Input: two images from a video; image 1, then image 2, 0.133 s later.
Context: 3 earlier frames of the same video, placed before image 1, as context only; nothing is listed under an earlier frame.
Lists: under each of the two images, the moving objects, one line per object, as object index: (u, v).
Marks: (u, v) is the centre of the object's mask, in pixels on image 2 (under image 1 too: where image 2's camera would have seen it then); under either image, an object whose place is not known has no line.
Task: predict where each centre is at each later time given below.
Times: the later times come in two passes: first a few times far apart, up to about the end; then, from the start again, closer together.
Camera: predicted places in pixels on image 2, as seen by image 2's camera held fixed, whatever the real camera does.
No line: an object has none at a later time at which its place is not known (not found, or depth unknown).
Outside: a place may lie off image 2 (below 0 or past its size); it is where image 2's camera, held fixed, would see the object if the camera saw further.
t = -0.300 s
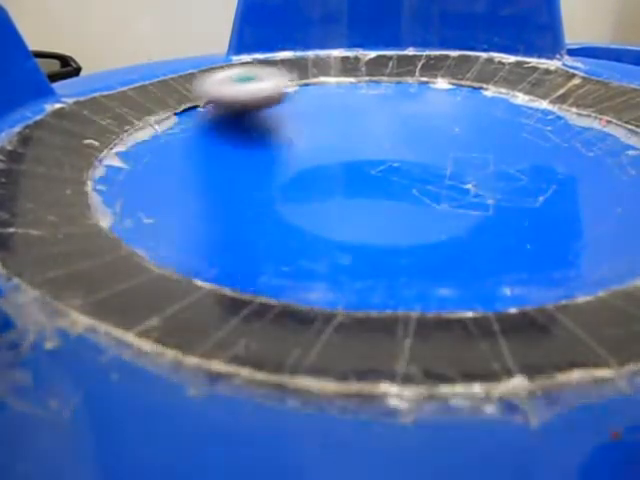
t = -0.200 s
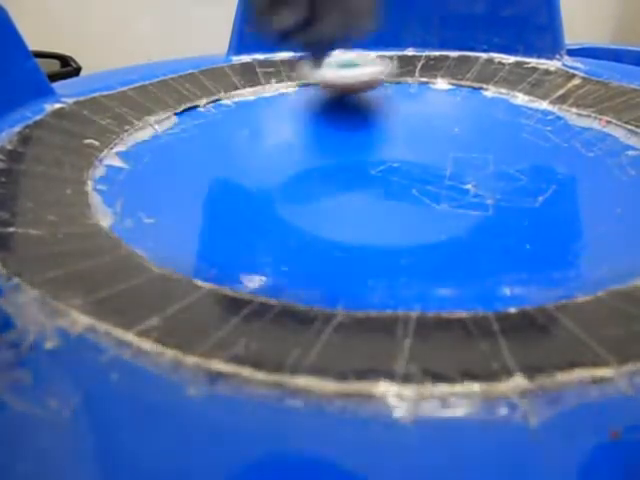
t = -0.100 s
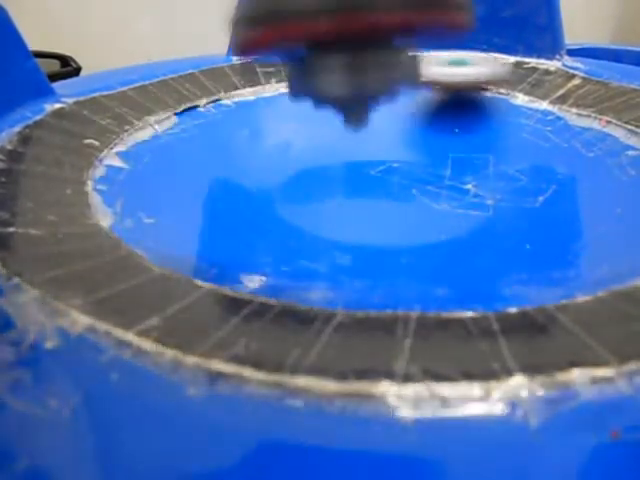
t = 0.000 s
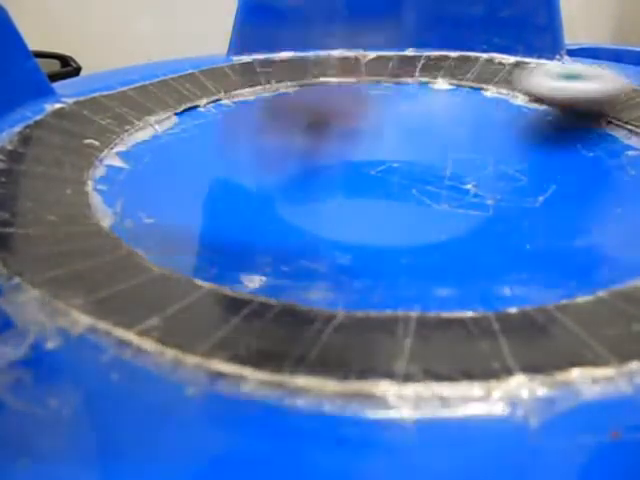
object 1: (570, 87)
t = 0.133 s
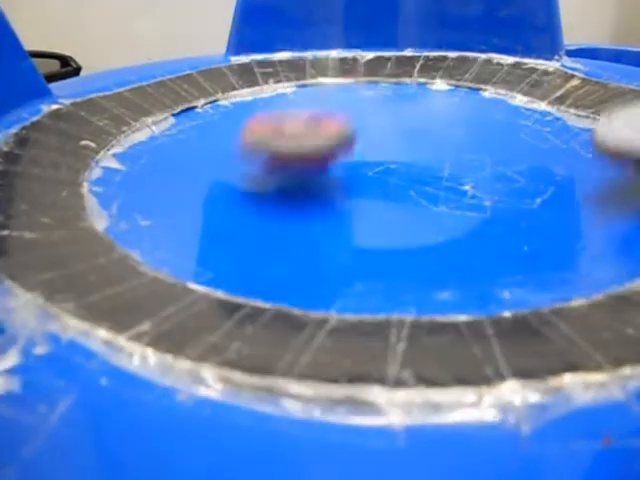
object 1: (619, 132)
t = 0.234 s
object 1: (587, 203)
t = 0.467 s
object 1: (153, 184)
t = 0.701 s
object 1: (220, 84)
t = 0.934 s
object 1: (460, 71)
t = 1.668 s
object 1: (169, 98)
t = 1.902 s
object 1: (383, 60)
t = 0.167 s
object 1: (616, 152)
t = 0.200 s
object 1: (606, 178)
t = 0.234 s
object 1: (587, 203)
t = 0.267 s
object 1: (555, 226)
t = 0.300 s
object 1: (490, 238)
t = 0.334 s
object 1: (403, 243)
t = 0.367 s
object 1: (318, 239)
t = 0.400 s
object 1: (245, 224)
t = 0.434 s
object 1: (189, 205)
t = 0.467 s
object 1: (153, 184)
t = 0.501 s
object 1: (136, 164)
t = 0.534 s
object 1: (130, 145)
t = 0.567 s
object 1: (136, 131)
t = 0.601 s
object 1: (149, 117)
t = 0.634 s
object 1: (167, 105)
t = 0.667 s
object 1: (191, 93)
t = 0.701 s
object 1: (220, 84)
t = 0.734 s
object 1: (250, 77)
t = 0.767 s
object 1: (283, 71)
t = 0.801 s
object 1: (317, 68)
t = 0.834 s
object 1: (353, 66)
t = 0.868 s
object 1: (387, 66)
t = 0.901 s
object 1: (421, 67)
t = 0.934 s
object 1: (460, 71)
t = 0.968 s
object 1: (496, 78)
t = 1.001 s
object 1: (537, 86)
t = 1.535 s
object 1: (130, 169)
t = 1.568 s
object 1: (133, 150)
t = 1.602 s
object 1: (142, 135)
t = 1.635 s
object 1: (157, 117)
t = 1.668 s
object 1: (169, 98)
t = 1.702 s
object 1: (189, 76)
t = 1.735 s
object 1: (233, 67)
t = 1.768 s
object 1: (271, 72)
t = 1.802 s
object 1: (300, 66)
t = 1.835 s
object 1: (327, 61)
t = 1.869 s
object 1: (353, 58)
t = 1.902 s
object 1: (383, 60)
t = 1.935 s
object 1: (409, 61)
